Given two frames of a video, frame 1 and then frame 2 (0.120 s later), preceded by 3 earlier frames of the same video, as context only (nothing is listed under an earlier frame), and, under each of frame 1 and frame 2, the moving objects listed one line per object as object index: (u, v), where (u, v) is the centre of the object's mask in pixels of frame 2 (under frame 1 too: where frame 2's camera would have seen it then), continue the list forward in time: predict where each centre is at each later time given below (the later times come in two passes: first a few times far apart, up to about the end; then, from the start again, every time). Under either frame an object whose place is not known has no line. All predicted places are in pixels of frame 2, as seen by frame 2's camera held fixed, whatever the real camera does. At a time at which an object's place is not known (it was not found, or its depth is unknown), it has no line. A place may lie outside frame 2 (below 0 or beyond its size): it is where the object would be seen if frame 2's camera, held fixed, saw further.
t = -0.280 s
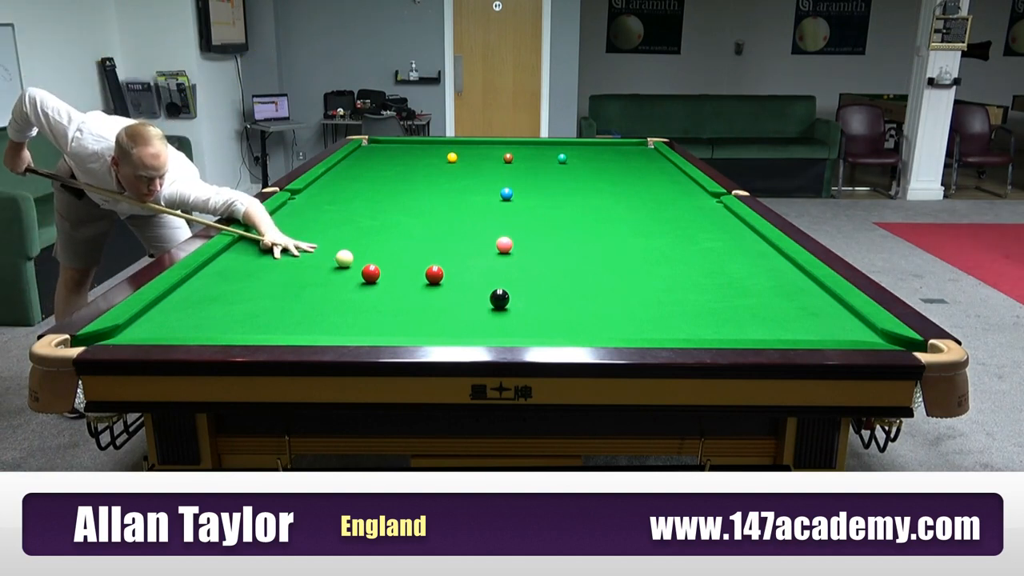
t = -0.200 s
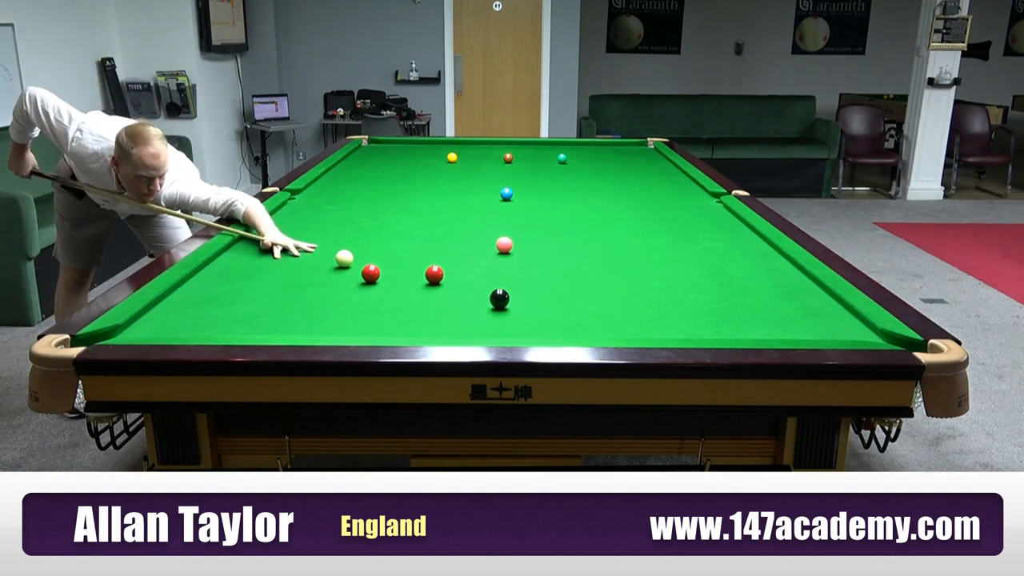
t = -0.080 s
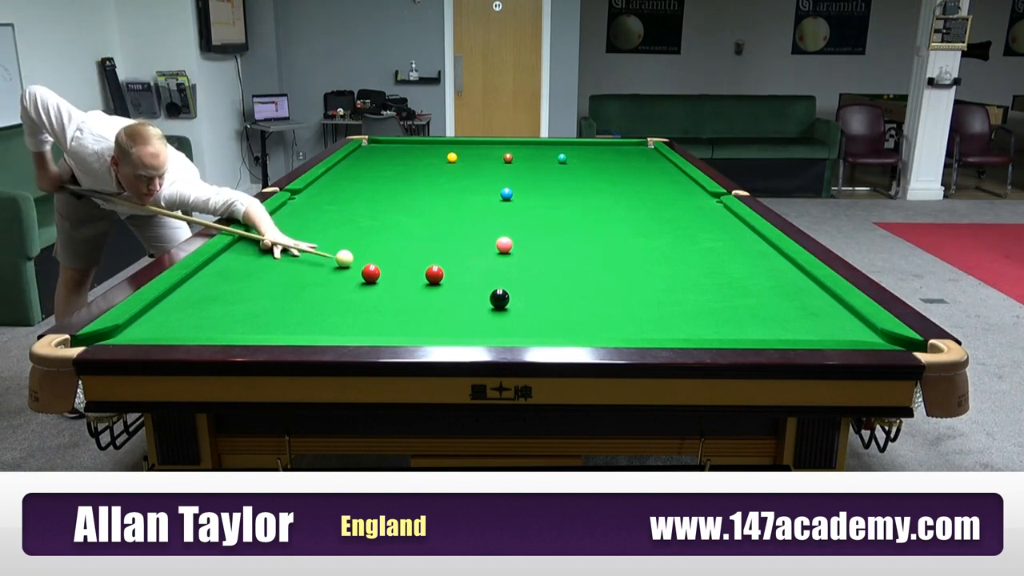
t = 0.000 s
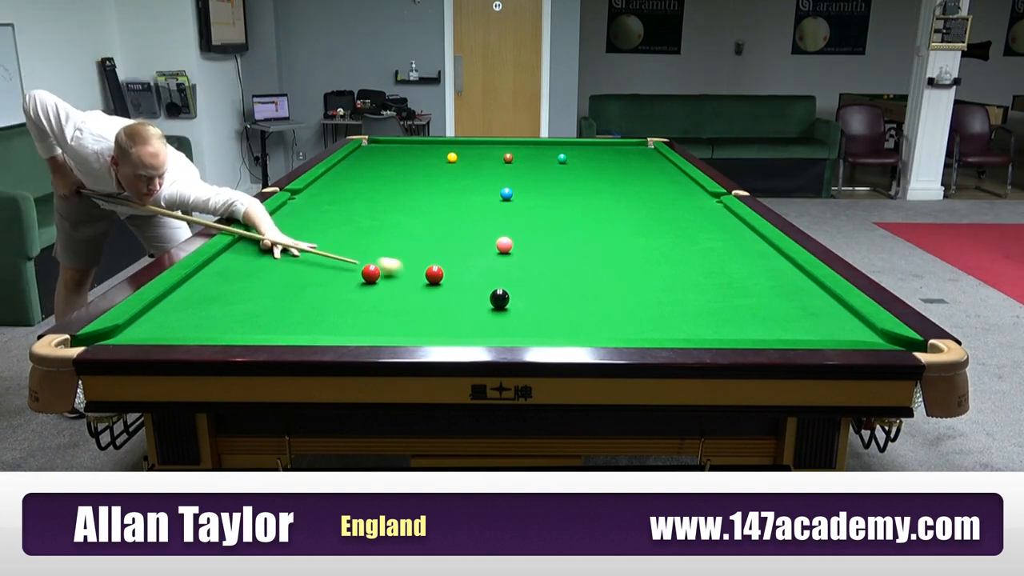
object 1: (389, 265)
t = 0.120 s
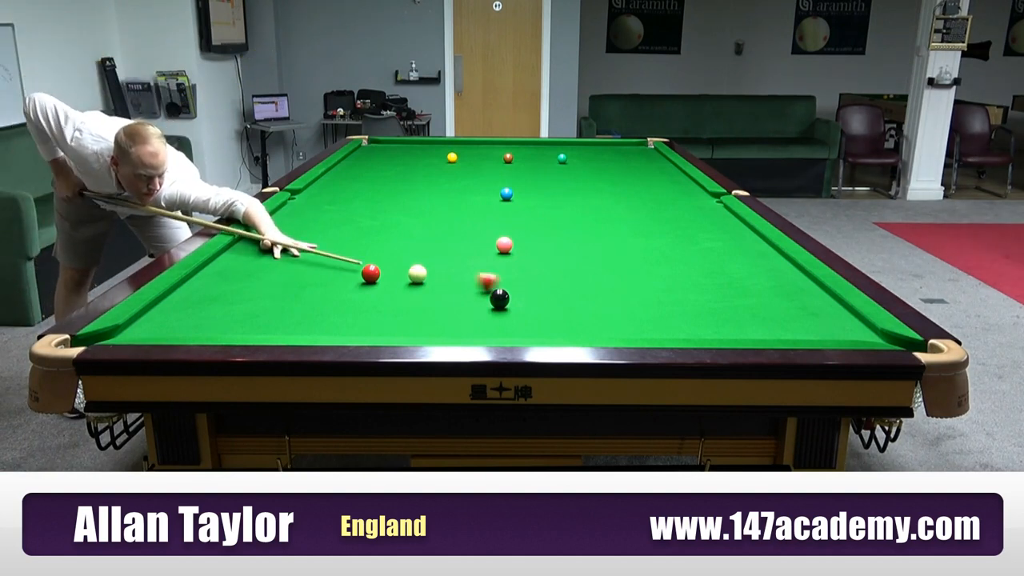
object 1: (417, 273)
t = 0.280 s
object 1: (414, 276)
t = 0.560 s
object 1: (410, 280)
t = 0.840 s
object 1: (405, 284)
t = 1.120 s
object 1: (401, 287)
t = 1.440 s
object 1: (397, 290)
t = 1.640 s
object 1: (395, 291)
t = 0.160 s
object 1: (417, 274)
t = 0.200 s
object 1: (416, 275)
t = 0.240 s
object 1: (415, 275)
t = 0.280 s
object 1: (414, 276)
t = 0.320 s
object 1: (414, 276)
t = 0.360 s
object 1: (413, 277)
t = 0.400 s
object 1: (412, 278)
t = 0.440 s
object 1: (412, 278)
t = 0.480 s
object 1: (411, 279)
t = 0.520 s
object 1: (410, 279)
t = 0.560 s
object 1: (410, 280)
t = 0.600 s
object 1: (409, 280)
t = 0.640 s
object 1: (408, 281)
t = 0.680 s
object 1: (408, 282)
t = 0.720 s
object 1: (407, 282)
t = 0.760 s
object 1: (407, 283)
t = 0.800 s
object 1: (406, 283)
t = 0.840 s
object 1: (405, 284)
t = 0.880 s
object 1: (405, 284)
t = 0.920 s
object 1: (404, 285)
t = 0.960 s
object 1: (404, 285)
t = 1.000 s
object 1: (403, 285)
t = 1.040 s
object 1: (402, 286)
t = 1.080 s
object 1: (402, 286)
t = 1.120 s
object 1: (401, 287)
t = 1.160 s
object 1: (400, 287)
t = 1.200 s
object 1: (400, 288)
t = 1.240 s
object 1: (399, 288)
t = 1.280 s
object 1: (399, 288)
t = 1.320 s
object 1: (398, 289)
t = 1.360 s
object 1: (398, 289)
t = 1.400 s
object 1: (397, 289)
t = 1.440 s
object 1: (397, 290)
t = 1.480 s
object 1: (396, 290)
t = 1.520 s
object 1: (396, 290)
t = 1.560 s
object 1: (396, 290)
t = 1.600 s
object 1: (395, 291)
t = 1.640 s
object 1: (395, 291)
